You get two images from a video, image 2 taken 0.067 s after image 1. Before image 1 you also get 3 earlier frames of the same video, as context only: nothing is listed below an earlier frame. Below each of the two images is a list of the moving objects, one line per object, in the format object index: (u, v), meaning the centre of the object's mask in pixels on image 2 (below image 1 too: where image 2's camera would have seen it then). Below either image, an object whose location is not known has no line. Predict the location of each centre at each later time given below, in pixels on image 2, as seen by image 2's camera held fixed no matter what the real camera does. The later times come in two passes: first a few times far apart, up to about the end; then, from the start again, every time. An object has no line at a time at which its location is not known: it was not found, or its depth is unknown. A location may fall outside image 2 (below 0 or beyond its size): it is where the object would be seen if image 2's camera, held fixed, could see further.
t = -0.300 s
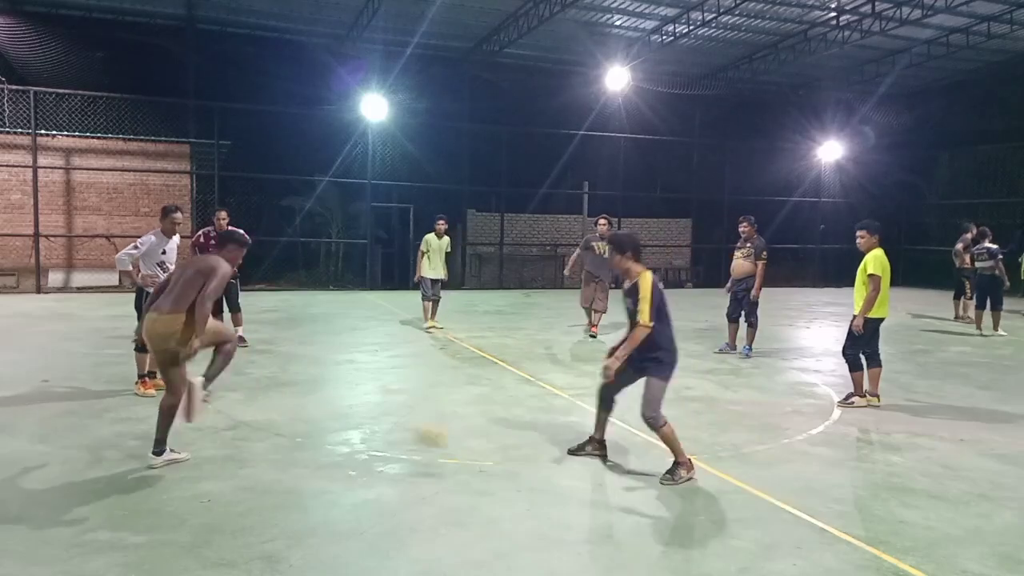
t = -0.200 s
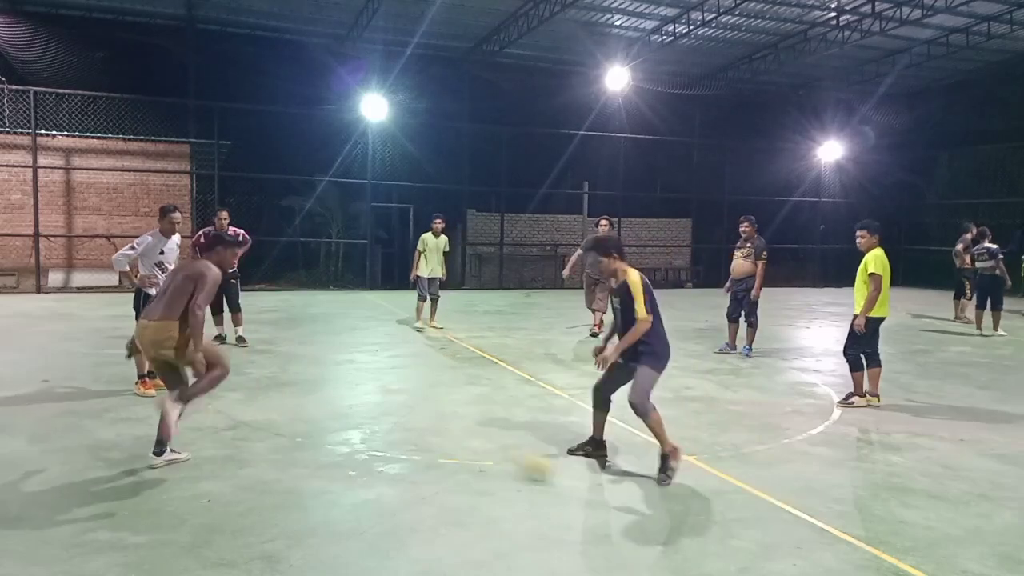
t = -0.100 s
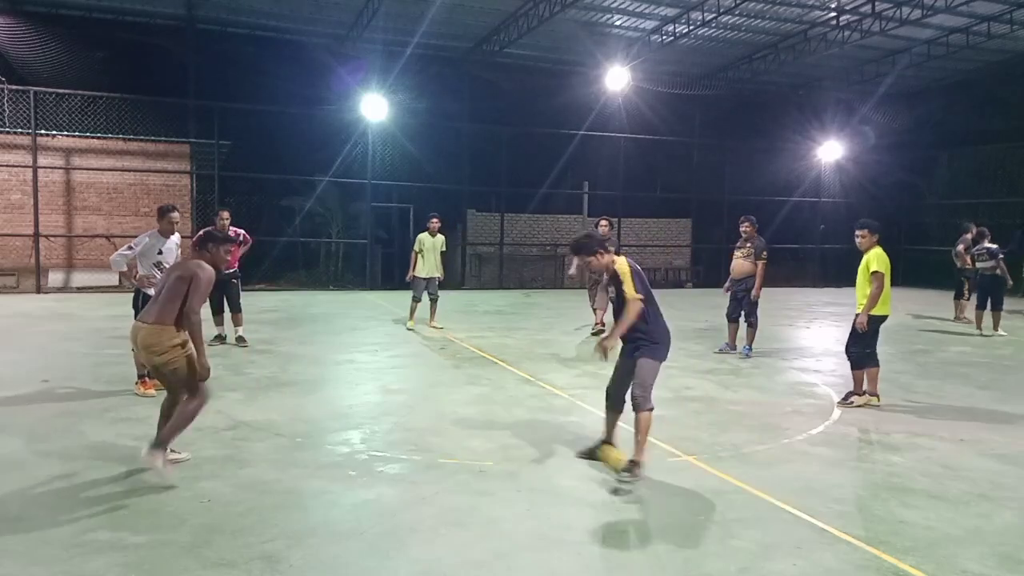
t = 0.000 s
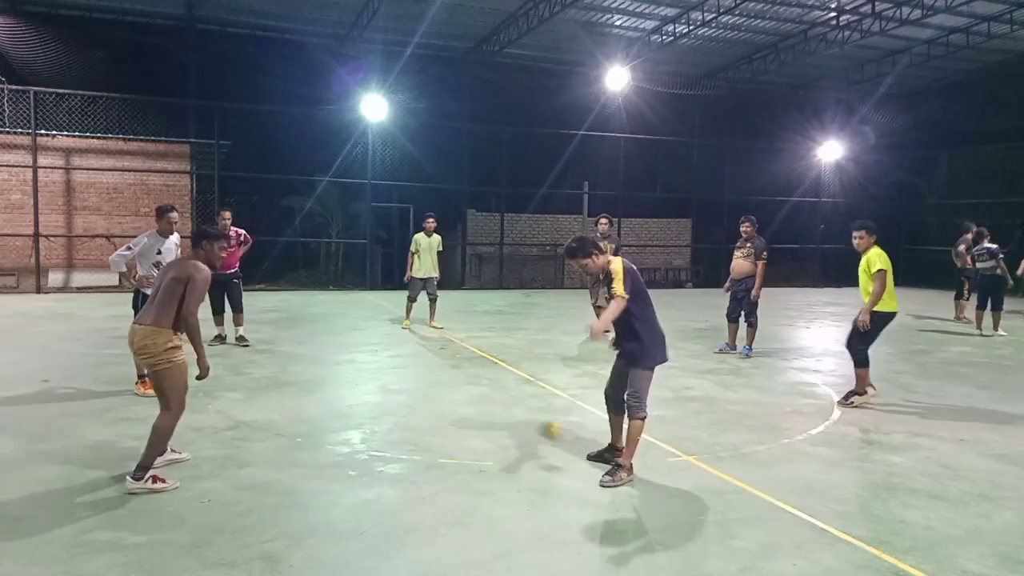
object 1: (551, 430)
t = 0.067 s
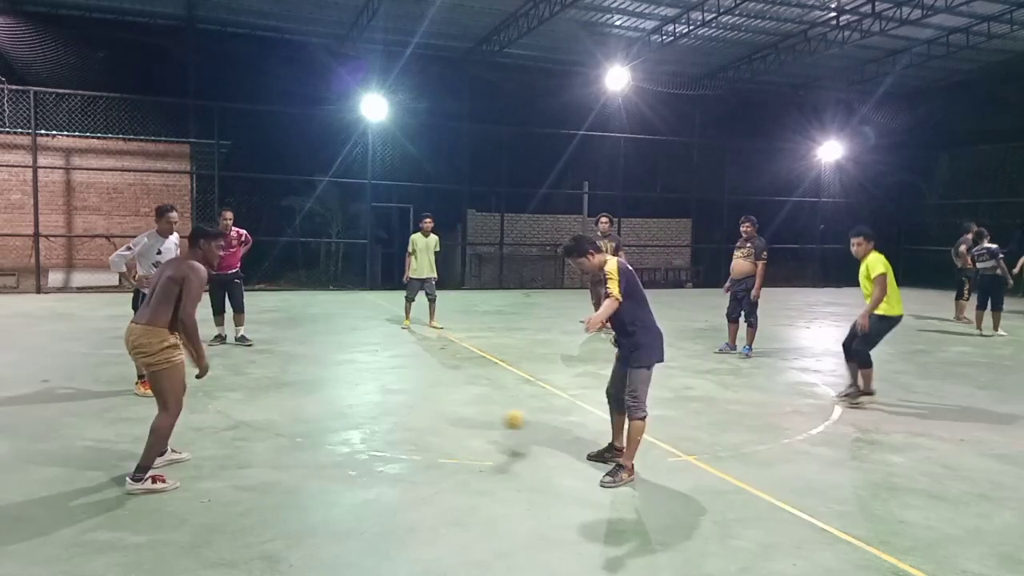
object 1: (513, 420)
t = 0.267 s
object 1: (429, 402)
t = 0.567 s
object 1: (355, 379)
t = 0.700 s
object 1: (333, 373)
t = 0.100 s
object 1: (495, 418)
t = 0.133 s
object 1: (480, 418)
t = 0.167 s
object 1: (465, 420)
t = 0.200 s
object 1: (451, 418)
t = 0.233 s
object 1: (439, 408)
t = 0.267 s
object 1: (429, 402)
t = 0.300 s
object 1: (419, 397)
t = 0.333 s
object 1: (410, 394)
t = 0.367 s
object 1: (400, 392)
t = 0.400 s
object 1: (391, 392)
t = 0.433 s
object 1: (382, 393)
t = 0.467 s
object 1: (375, 390)
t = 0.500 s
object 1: (368, 384)
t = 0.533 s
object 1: (362, 381)
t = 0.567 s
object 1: (355, 379)
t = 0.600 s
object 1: (349, 380)
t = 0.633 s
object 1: (343, 379)
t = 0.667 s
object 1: (338, 376)
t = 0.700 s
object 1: (333, 373)
